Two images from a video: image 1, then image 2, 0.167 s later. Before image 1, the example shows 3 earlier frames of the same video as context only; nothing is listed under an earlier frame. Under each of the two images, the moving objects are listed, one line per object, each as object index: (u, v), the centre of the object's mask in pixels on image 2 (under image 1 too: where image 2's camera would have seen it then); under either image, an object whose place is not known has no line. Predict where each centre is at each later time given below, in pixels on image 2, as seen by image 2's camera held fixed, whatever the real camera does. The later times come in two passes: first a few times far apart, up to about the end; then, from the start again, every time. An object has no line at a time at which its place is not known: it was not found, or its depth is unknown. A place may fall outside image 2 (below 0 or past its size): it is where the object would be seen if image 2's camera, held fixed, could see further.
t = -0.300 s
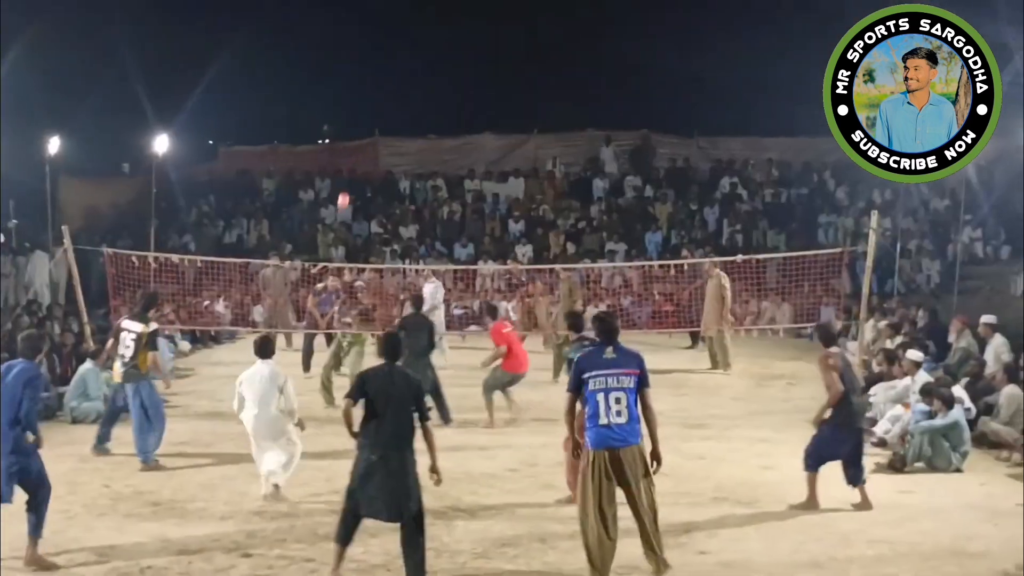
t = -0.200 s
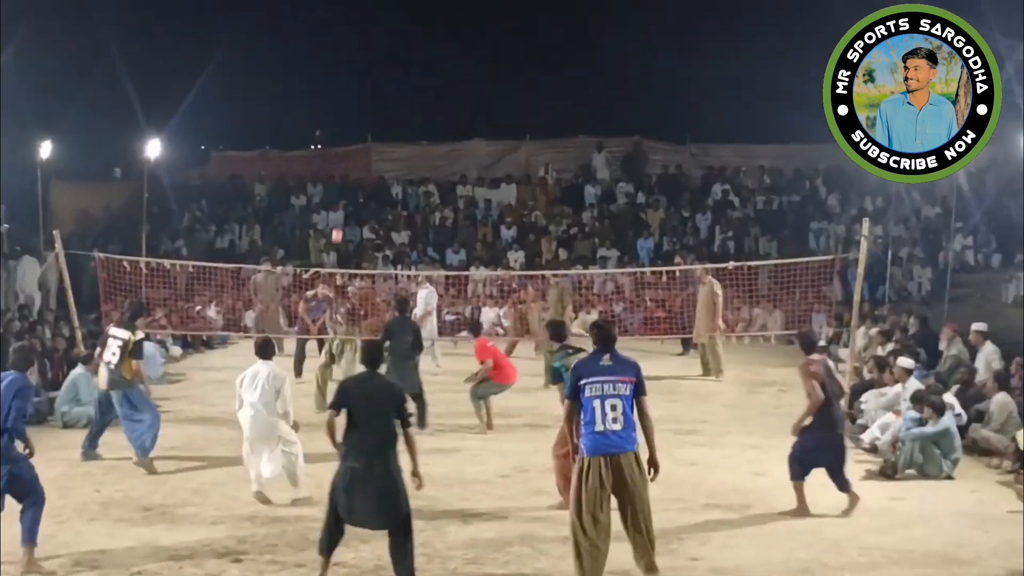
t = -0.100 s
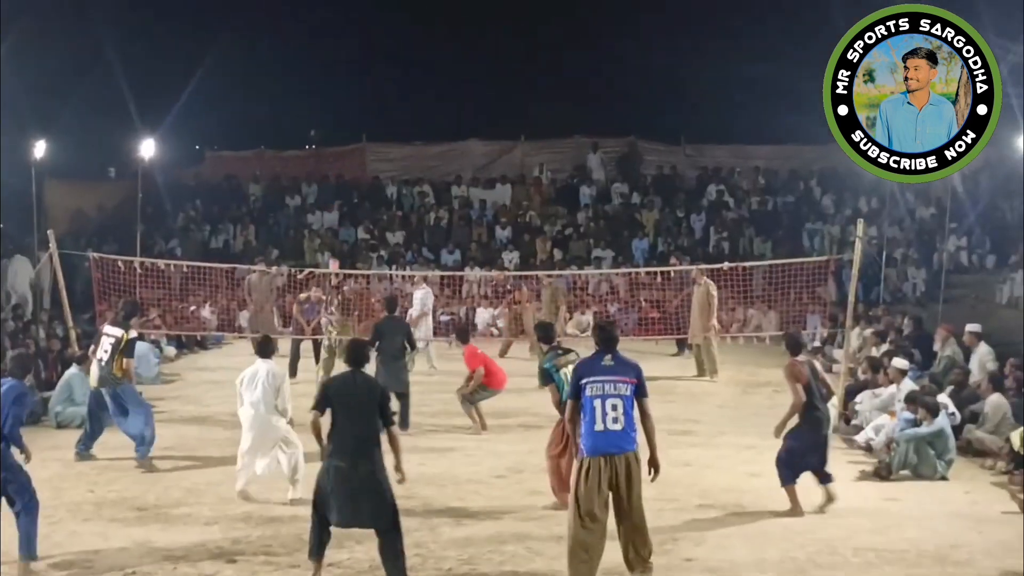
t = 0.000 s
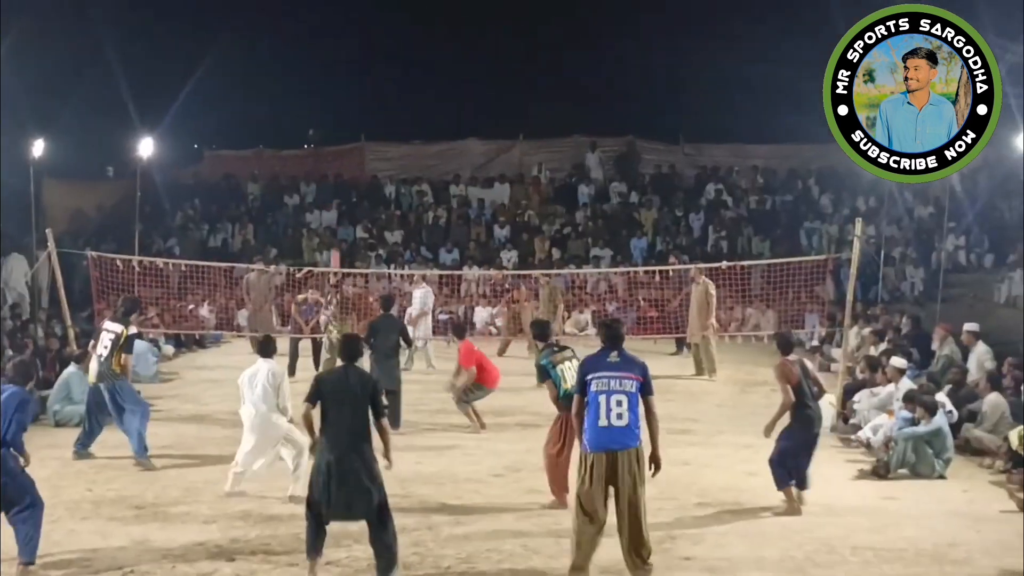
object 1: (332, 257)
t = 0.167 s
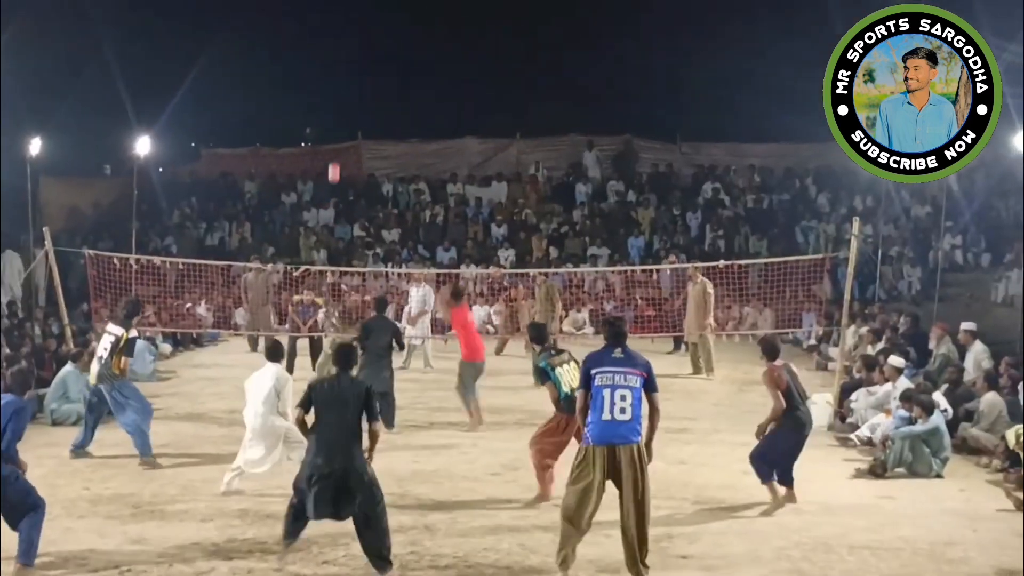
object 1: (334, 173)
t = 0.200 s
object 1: (335, 158)
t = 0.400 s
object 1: (343, 83)
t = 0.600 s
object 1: (361, 29)
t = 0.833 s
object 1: (395, 4)
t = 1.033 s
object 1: (440, 26)
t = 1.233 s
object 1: (492, 102)
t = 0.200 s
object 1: (335, 158)
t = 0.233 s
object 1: (336, 144)
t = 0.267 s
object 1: (337, 130)
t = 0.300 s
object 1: (339, 117)
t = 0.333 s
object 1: (340, 105)
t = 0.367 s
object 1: (341, 94)
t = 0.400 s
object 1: (343, 83)
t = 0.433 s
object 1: (346, 73)
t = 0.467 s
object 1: (348, 63)
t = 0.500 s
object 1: (351, 54)
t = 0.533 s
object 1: (354, 45)
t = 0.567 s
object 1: (358, 36)
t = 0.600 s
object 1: (361, 29)
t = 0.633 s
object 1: (365, 24)
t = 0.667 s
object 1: (369, 18)
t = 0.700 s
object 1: (373, 13)
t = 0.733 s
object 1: (378, 10)
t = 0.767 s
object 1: (383, 7)
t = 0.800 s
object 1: (389, 5)
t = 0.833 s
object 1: (395, 4)
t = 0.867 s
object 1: (402, 5)
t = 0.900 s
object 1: (409, 7)
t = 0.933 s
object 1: (417, 10)
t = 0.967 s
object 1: (424, 14)
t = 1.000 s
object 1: (432, 19)
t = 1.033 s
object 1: (440, 26)
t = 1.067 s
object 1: (448, 35)
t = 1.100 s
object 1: (456, 45)
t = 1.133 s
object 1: (465, 57)
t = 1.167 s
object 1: (474, 71)
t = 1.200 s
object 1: (483, 85)
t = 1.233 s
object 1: (492, 102)
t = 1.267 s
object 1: (503, 121)
